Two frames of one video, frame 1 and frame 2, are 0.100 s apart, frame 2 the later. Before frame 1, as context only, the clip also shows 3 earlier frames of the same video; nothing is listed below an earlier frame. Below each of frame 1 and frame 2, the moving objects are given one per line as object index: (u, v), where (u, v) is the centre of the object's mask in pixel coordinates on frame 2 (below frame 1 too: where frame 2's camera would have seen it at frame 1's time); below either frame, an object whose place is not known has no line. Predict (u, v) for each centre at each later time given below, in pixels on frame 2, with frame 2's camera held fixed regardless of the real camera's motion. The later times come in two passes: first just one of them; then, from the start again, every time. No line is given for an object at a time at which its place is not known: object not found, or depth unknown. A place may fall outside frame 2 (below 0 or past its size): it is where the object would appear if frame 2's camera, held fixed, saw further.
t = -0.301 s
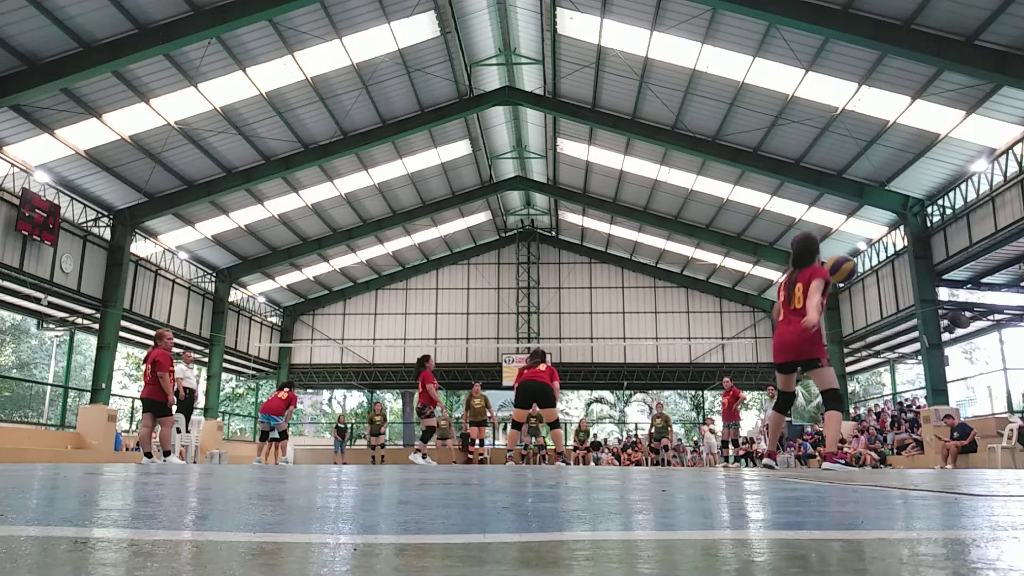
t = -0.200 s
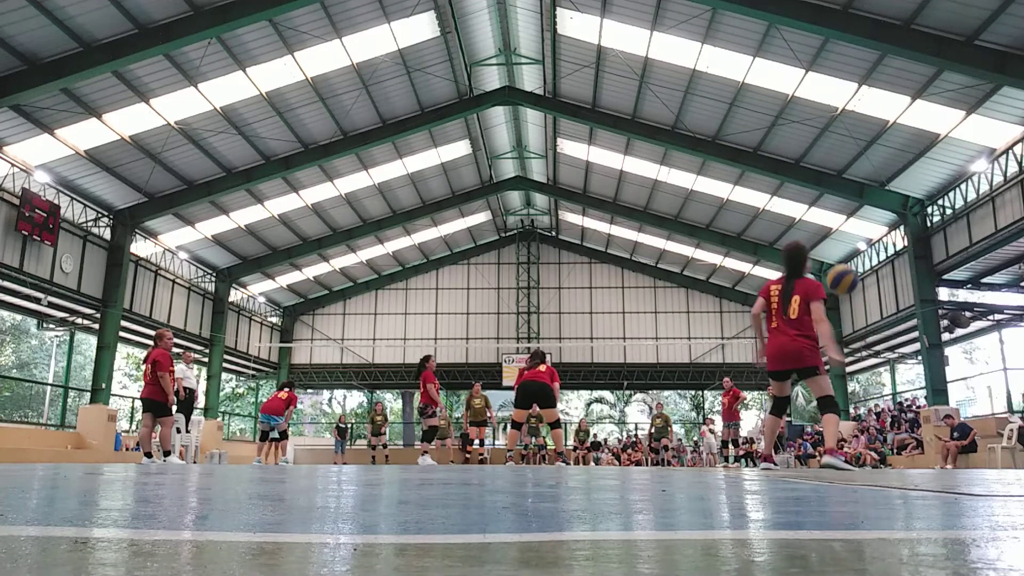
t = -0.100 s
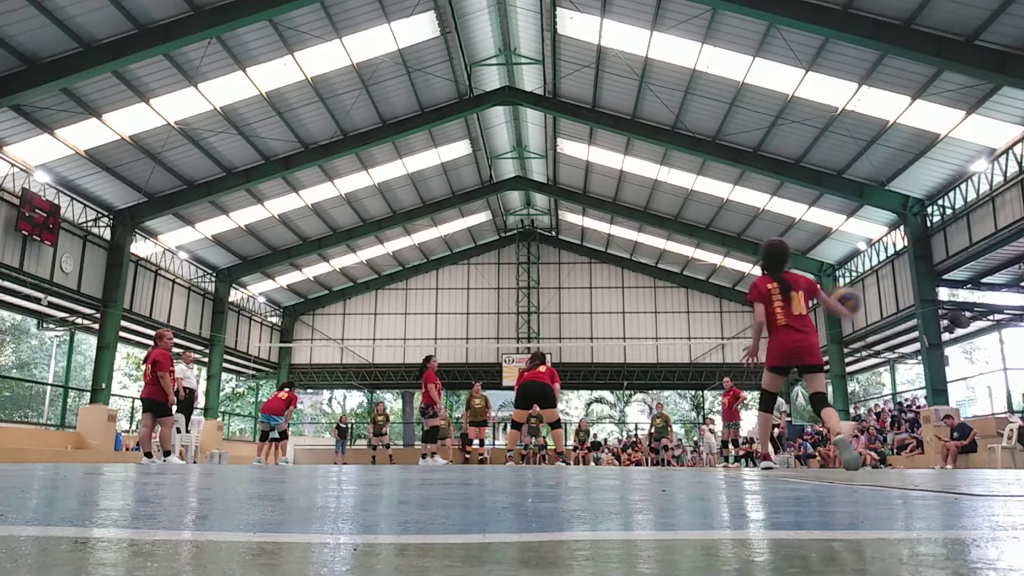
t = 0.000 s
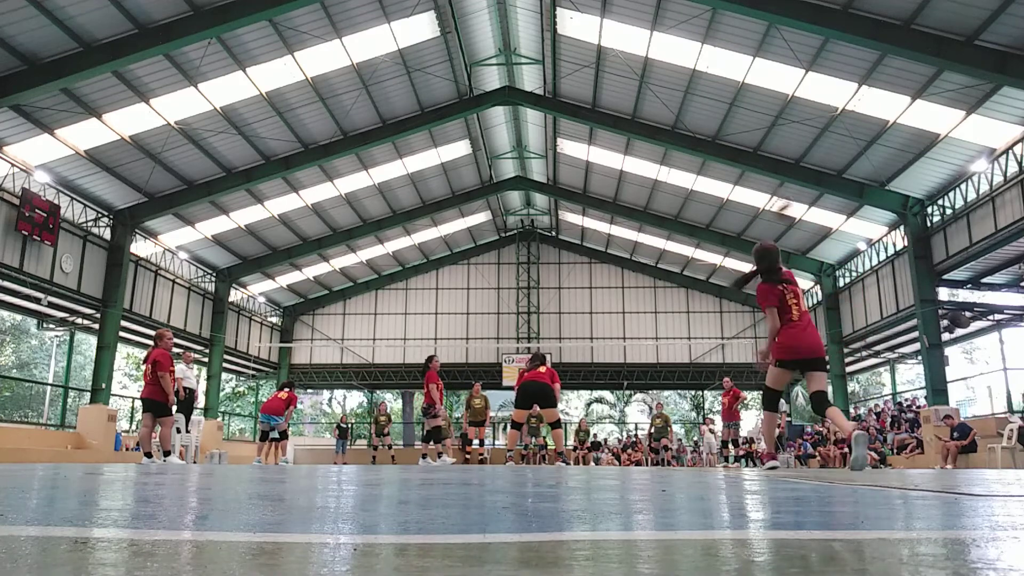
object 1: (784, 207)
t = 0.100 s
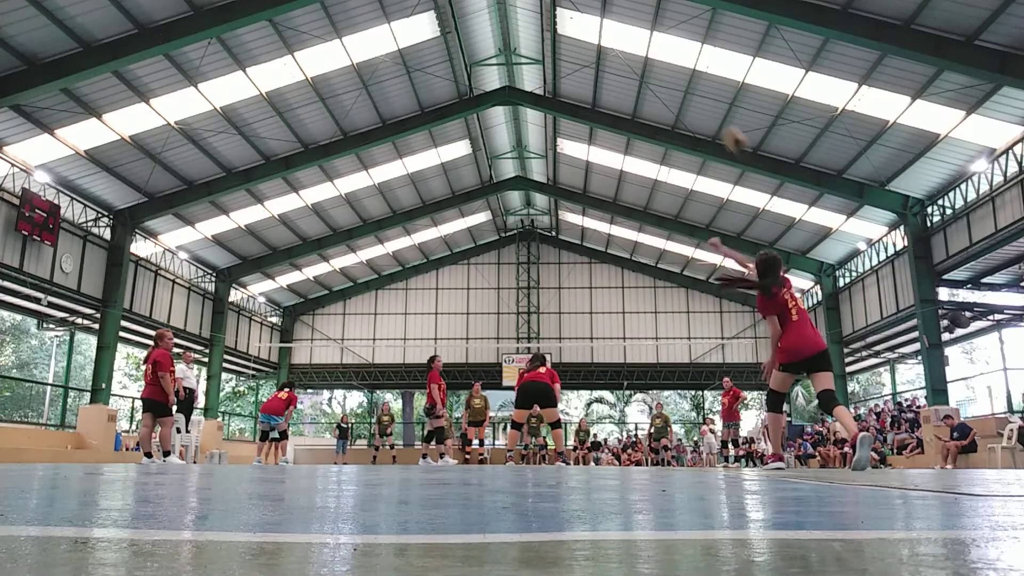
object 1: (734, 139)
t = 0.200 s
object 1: (699, 98)
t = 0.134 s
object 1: (723, 124)
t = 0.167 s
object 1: (711, 110)
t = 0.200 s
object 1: (699, 98)
